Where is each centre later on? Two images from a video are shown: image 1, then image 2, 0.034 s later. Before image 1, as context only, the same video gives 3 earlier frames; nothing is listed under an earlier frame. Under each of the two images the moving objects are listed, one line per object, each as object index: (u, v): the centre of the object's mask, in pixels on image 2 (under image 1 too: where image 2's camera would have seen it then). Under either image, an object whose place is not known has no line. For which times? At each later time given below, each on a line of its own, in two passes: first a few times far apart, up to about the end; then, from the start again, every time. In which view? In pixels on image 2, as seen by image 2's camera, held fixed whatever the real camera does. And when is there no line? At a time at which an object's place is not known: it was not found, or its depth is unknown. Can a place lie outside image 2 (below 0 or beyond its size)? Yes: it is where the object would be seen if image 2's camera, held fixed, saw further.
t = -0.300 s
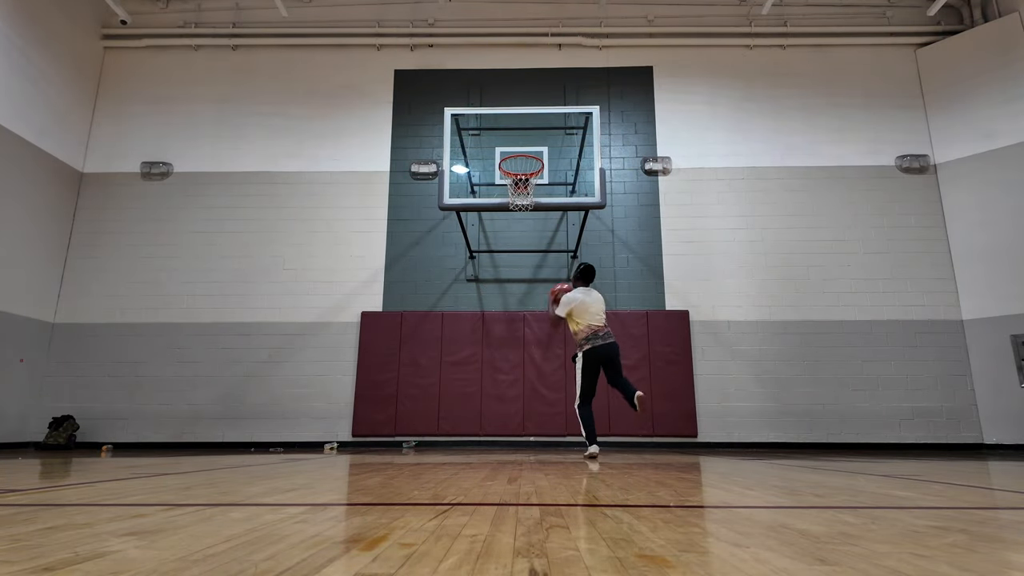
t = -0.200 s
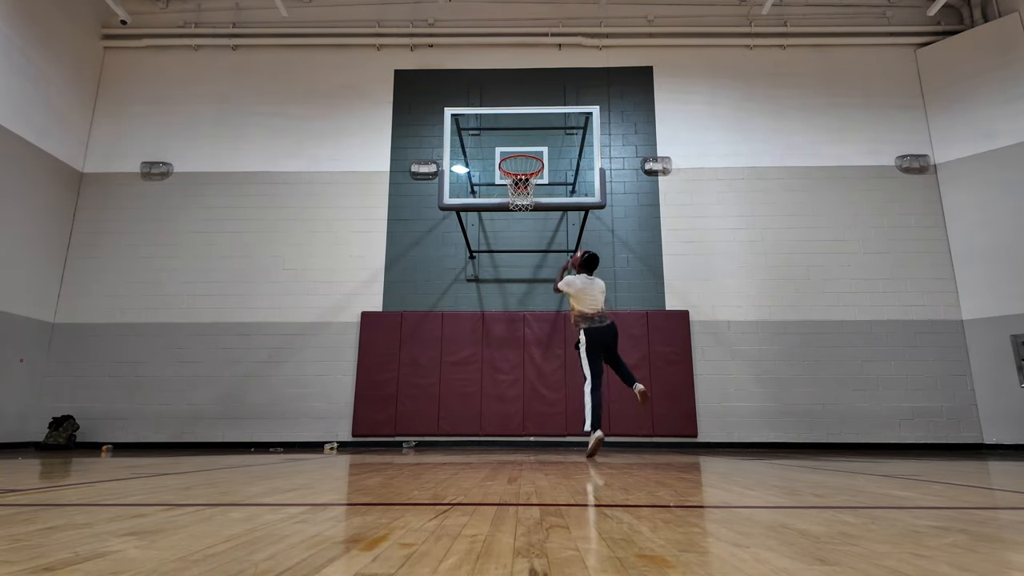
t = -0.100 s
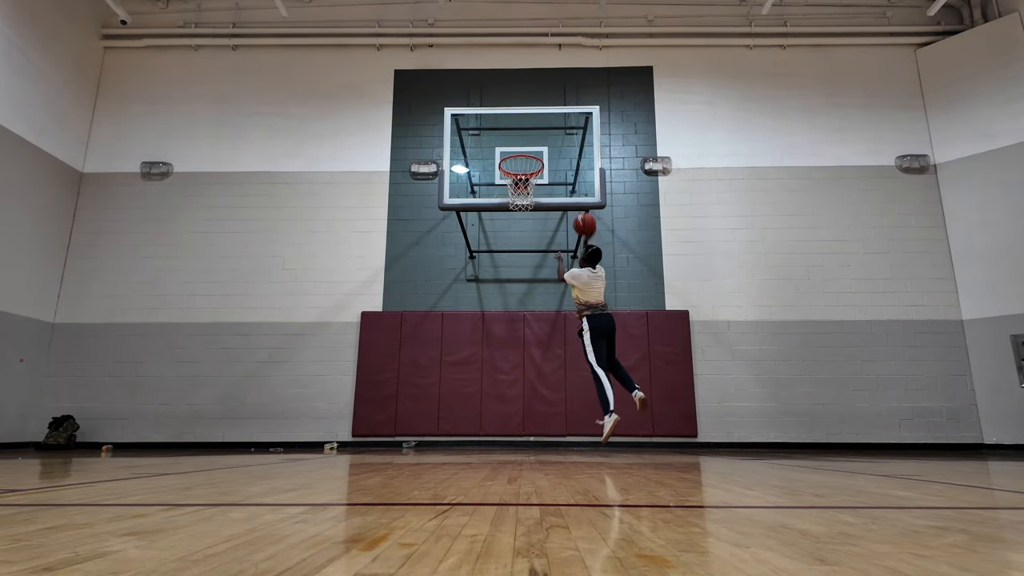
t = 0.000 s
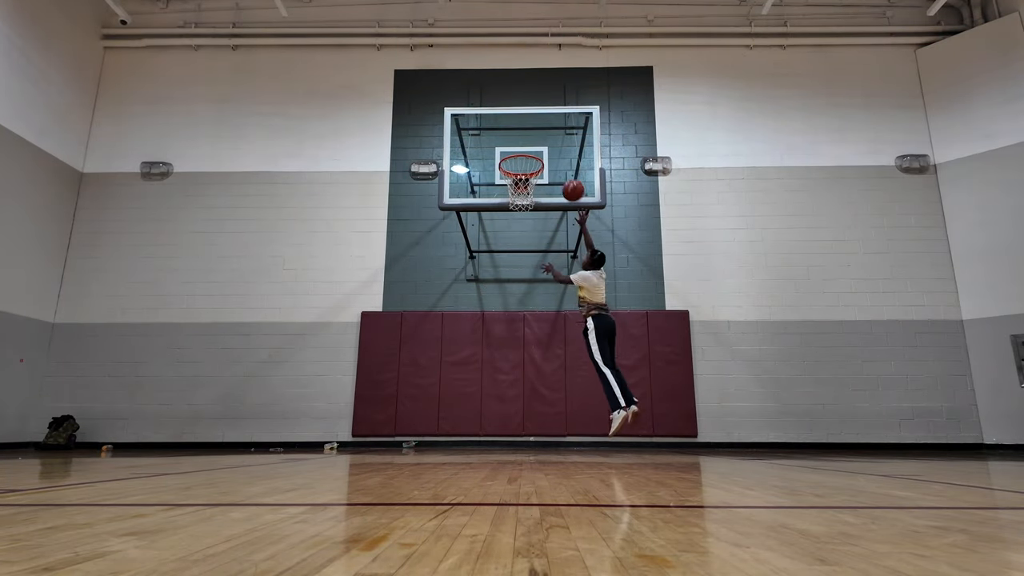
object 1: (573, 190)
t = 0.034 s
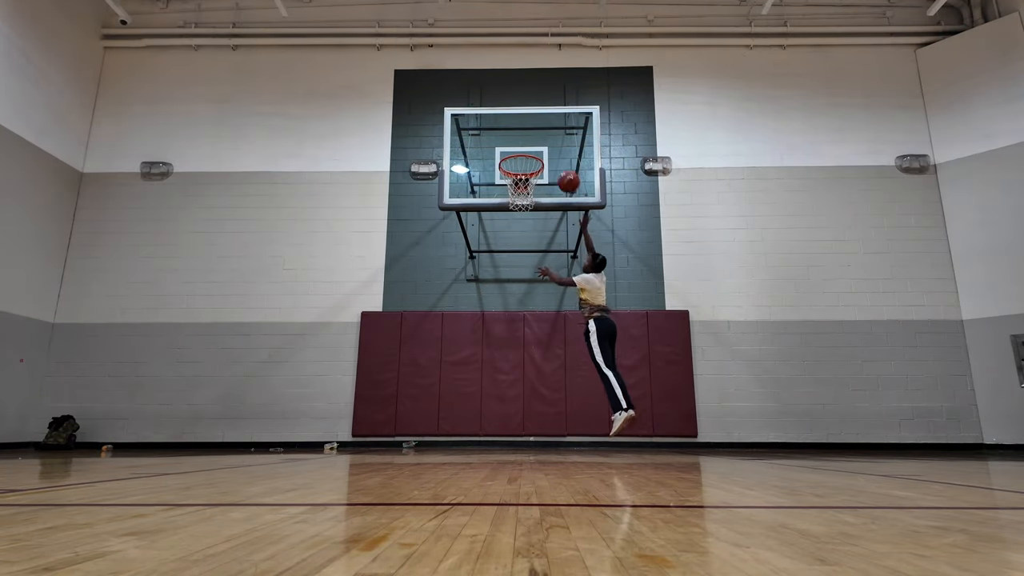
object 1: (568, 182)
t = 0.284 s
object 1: (541, 146)
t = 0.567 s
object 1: (527, 165)
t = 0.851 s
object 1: (520, 219)
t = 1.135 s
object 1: (515, 335)
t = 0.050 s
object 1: (566, 178)
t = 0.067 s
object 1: (564, 174)
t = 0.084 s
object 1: (562, 171)
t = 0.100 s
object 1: (560, 167)
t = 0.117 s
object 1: (558, 164)
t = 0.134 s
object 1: (556, 161)
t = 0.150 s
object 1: (554, 158)
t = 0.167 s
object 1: (552, 156)
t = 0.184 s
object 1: (550, 154)
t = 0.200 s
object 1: (548, 152)
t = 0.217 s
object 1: (546, 150)
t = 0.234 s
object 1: (544, 149)
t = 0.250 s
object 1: (543, 148)
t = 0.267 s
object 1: (542, 147)
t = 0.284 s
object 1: (541, 146)
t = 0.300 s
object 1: (540, 145)
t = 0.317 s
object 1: (539, 145)
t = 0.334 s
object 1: (538, 144)
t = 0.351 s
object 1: (538, 144)
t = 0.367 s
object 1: (537, 144)
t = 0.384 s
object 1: (536, 145)
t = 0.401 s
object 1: (536, 145)
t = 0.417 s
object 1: (535, 145)
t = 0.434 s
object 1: (534, 146)
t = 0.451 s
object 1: (533, 147)
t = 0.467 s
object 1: (532, 148)
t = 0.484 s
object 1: (532, 149)
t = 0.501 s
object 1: (531, 150)
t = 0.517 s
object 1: (530, 155)
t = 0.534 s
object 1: (528, 158)
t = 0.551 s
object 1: (528, 161)
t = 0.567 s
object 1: (527, 165)
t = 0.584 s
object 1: (526, 167)
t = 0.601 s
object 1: (525, 169)
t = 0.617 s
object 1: (524, 172)
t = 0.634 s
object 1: (524, 178)
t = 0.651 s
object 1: (523, 183)
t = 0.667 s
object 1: (522, 186)
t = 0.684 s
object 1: (522, 187)
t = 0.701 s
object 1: (522, 189)
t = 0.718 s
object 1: (522, 190)
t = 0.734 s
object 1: (521, 197)
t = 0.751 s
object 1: (521, 198)
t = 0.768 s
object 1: (521, 200)
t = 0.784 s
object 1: (521, 203)
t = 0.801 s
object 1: (521, 208)
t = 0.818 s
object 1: (520, 211)
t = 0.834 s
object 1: (520, 215)
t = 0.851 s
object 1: (520, 219)
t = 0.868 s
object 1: (519, 224)
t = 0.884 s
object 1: (519, 229)
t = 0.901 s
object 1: (519, 234)
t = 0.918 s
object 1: (518, 239)
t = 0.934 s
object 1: (518, 246)
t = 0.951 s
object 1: (518, 252)
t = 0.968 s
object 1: (517, 258)
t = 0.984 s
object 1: (517, 264)
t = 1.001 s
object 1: (517, 271)
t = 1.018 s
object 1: (517, 278)
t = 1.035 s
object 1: (516, 286)
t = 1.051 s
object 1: (516, 293)
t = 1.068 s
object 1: (516, 301)
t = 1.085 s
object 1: (516, 308)
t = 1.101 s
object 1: (516, 317)
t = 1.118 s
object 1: (516, 325)
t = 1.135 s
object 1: (515, 335)
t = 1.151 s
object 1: (515, 345)
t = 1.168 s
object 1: (514, 355)
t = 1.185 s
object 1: (514, 365)
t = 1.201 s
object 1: (513, 377)
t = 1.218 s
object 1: (513, 388)
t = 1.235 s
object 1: (513, 399)
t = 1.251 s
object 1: (512, 410)
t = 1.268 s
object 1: (512, 423)
